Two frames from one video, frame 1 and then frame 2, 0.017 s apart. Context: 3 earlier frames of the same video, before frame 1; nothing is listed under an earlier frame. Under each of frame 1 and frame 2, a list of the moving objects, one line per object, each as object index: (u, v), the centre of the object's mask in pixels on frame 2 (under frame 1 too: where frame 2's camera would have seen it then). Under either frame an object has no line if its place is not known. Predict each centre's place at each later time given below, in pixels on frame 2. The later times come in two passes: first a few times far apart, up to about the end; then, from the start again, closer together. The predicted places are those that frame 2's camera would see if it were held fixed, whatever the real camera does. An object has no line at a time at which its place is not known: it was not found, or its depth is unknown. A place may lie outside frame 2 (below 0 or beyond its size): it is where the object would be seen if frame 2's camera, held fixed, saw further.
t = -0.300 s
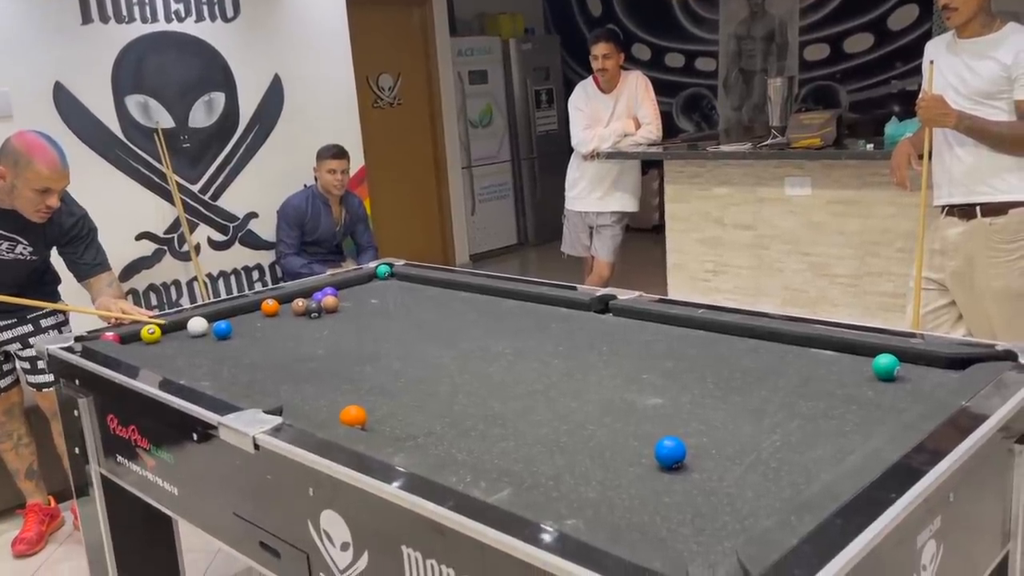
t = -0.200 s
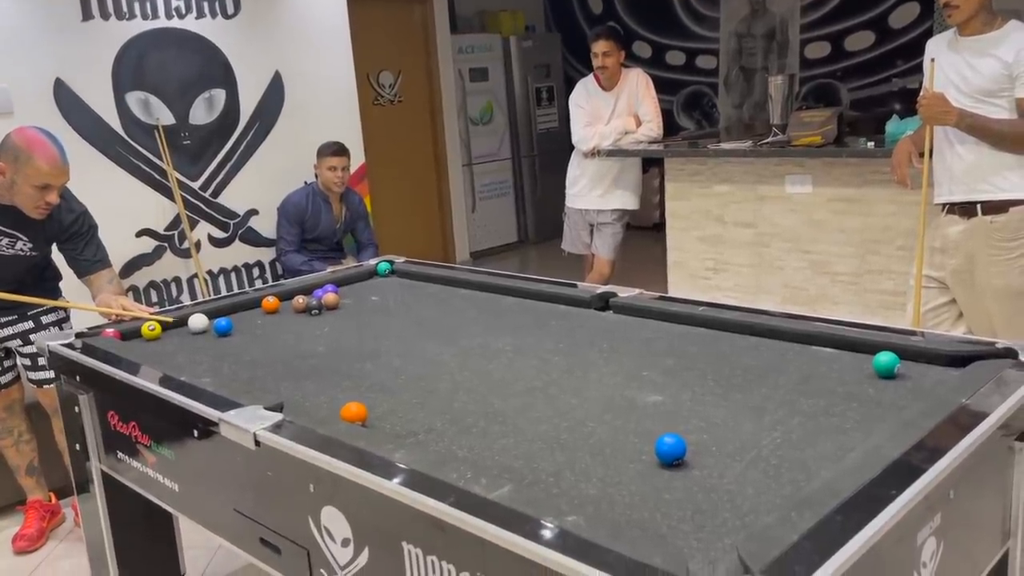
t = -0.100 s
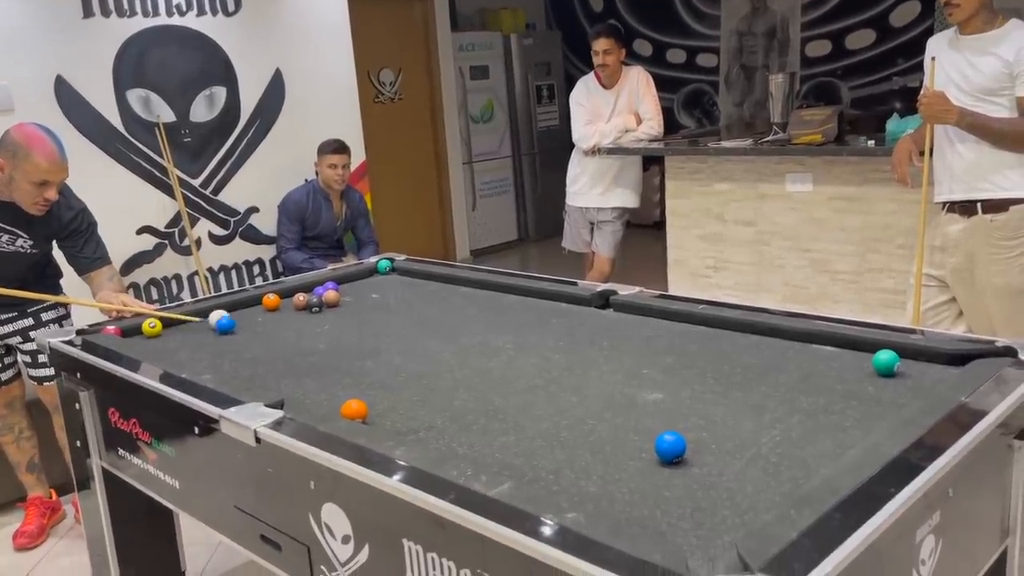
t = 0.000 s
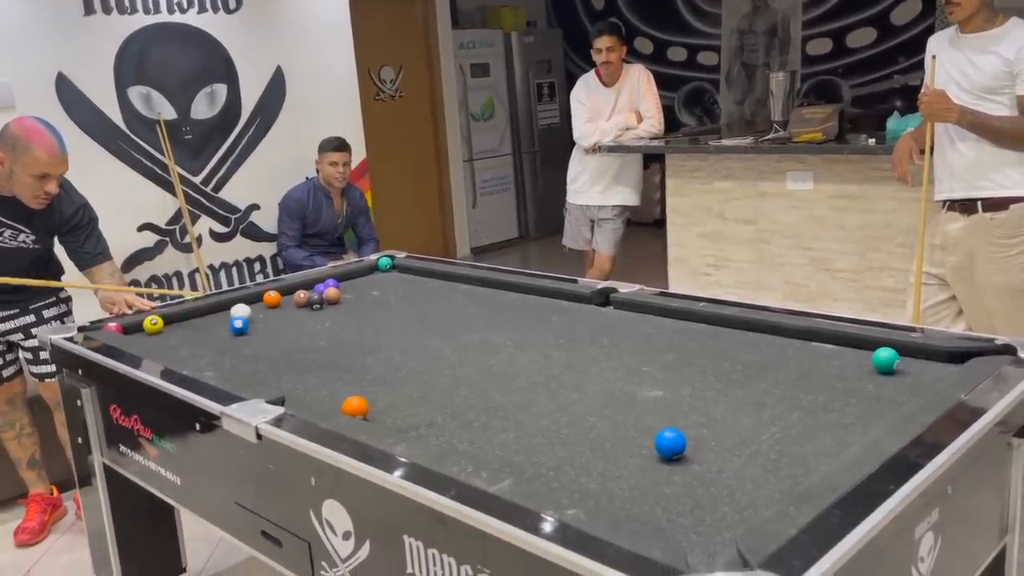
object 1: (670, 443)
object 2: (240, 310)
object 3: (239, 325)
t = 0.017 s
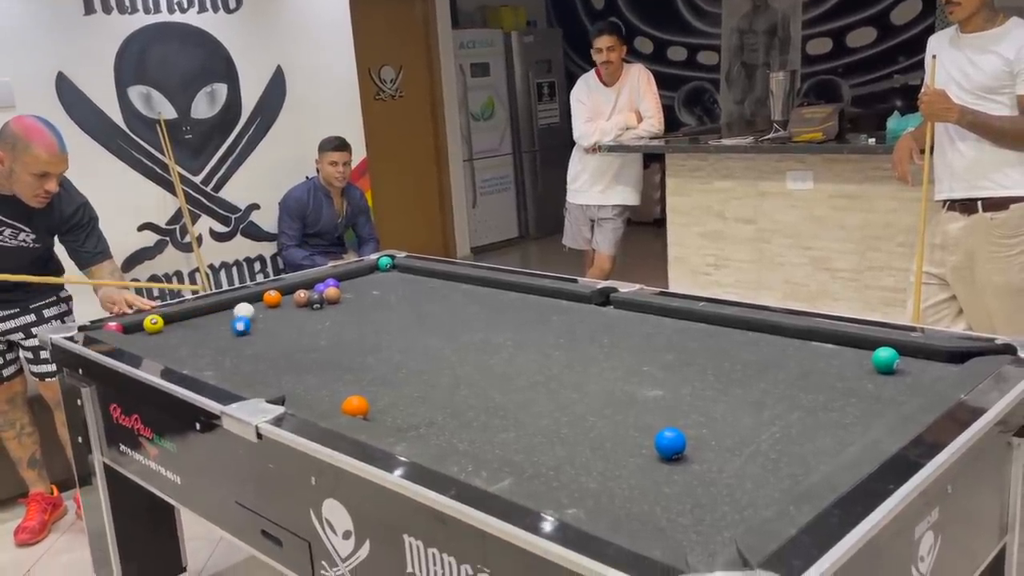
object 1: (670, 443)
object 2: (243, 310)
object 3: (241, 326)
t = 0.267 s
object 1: (670, 443)
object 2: (291, 305)
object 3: (270, 334)
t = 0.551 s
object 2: (318, 303)
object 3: (306, 345)
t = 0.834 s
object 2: (336, 303)
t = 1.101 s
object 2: (351, 304)
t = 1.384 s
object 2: (365, 304)
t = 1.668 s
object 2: (377, 304)
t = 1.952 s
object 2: (386, 304)
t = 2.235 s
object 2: (394, 305)
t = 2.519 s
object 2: (399, 305)
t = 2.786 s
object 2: (401, 305)
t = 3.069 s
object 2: (402, 305)
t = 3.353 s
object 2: (402, 306)
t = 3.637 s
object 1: (720, 436)
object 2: (402, 306)
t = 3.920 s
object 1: (722, 435)
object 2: (402, 306)
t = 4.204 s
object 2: (402, 306)
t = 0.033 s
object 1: (670, 443)
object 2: (247, 310)
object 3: (243, 326)
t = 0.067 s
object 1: (670, 443)
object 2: (253, 309)
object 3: (247, 327)
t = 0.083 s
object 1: (670, 443)
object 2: (256, 309)
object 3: (248, 327)
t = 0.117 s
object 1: (670, 443)
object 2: (263, 309)
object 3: (252, 329)
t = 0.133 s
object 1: (670, 443)
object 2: (266, 308)
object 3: (253, 330)
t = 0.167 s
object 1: (670, 443)
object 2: (272, 307)
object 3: (258, 330)
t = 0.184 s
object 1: (670, 443)
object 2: (275, 307)
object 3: (260, 331)
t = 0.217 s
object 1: (670, 443)
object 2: (282, 306)
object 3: (264, 332)
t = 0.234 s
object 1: (670, 443)
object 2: (285, 306)
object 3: (266, 333)
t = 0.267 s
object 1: (670, 443)
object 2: (291, 305)
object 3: (270, 334)
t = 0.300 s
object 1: (670, 443)
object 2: (297, 304)
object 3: (274, 335)
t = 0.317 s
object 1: (670, 443)
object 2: (300, 304)
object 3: (276, 336)
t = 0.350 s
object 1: (670, 443)
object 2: (302, 304)
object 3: (280, 337)
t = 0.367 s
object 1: (670, 443)
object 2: (304, 303)
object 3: (283, 338)
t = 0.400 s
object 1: (670, 443)
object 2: (306, 303)
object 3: (286, 339)
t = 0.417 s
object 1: (670, 443)
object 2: (308, 303)
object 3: (289, 340)
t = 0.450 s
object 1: (670, 443)
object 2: (310, 303)
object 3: (293, 341)
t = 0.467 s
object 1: (670, 443)
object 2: (312, 303)
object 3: (295, 342)
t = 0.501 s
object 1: (670, 443)
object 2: (314, 303)
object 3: (299, 344)
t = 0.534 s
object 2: (316, 303)
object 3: (304, 345)
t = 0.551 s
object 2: (318, 303)
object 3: (306, 345)
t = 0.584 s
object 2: (320, 303)
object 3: (310, 347)
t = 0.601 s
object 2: (321, 303)
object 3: (312, 347)
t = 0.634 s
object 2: (323, 303)
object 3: (316, 349)
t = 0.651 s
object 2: (324, 303)
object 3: (318, 350)
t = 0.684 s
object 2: (326, 303)
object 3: (323, 351)
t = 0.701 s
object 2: (328, 303)
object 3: (325, 352)
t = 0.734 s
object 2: (329, 303)
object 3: (329, 353)
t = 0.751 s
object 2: (331, 303)
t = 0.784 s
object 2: (333, 303)
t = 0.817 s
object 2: (335, 303)
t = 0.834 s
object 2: (336, 303)
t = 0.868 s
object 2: (338, 303)
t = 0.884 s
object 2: (339, 303)
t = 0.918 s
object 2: (341, 303)
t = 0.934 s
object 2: (341, 303)
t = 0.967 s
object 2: (344, 303)
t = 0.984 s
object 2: (344, 304)
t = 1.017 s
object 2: (347, 303)
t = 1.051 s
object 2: (349, 303)
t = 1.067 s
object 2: (349, 304)
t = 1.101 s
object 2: (351, 304)
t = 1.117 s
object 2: (352, 304)
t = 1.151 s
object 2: (354, 304)
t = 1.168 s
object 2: (355, 304)
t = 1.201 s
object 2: (357, 304)
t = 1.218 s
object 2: (357, 304)
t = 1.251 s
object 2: (359, 304)
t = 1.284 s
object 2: (360, 304)
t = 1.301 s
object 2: (362, 304)
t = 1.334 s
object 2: (363, 304)
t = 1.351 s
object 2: (364, 304)
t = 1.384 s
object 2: (365, 304)
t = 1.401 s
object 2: (366, 304)
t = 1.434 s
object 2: (368, 304)
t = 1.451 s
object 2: (369, 304)
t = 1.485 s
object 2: (370, 304)
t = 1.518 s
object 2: (371, 304)
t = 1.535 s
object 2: (372, 304)
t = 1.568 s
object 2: (373, 304)
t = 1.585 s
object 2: (374, 304)
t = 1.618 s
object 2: (375, 304)
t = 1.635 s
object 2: (376, 304)
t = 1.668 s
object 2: (377, 304)
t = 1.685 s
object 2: (377, 304)
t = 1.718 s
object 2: (379, 304)
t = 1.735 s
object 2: (379, 304)
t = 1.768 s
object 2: (381, 304)
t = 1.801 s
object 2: (382, 304)
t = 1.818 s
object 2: (383, 304)
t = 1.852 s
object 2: (383, 304)
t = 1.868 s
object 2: (384, 304)
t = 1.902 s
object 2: (385, 304)
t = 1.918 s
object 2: (385, 304)
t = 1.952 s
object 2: (386, 304)
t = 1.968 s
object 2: (387, 304)
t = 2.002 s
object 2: (388, 304)
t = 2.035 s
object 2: (389, 304)
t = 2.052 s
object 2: (389, 304)
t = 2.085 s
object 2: (390, 304)
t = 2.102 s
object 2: (391, 305)
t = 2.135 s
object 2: (391, 304)
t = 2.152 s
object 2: (392, 305)
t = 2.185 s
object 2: (393, 305)
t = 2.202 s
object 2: (393, 304)
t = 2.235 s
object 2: (394, 305)
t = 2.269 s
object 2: (395, 305)
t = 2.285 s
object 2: (395, 305)
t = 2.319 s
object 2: (396, 305)
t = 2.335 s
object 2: (396, 305)
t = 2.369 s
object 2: (396, 305)
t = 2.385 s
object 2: (397, 305)
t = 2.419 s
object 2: (397, 305)
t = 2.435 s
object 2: (398, 305)
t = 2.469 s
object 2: (398, 305)
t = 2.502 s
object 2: (399, 305)
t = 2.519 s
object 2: (399, 305)
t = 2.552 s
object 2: (399, 305)
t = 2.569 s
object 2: (399, 305)
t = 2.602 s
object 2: (400, 305)
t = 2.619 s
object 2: (400, 305)
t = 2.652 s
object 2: (400, 305)
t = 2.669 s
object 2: (400, 305)
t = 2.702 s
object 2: (401, 305)
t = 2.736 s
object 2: (401, 305)
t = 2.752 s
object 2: (401, 305)
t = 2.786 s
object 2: (401, 305)
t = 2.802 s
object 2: (401, 305)
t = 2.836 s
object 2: (401, 305)
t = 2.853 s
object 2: (401, 305)
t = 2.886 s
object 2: (402, 305)
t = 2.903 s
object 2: (402, 305)
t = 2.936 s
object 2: (402, 305)
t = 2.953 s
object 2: (402, 305)
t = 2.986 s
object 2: (402, 305)
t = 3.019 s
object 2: (402, 305)
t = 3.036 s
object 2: (402, 305)
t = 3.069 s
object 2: (402, 305)
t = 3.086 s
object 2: (402, 305)
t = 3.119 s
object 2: (402, 306)
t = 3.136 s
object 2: (402, 305)
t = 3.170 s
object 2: (402, 306)
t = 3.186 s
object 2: (402, 306)
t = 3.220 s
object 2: (402, 306)
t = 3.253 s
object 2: (402, 306)
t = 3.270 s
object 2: (402, 306)
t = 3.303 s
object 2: (402, 306)
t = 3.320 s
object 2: (402, 306)
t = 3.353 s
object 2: (402, 306)
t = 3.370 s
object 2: (402, 306)
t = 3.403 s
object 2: (402, 306)
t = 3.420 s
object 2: (402, 306)
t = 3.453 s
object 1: (716, 437)
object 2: (402, 306)
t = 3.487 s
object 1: (717, 437)
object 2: (402, 306)
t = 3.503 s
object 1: (717, 437)
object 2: (402, 306)
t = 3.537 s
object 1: (718, 436)
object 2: (402, 306)
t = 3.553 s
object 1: (718, 436)
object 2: (402, 306)
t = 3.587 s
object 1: (719, 436)
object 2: (402, 306)
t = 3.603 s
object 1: (719, 436)
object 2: (402, 306)
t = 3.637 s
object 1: (720, 436)
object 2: (402, 306)
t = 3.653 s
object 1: (720, 436)
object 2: (402, 306)
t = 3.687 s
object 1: (721, 436)
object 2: (402, 306)
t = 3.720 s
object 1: (721, 435)
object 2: (402, 306)
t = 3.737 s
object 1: (721, 435)
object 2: (402, 306)
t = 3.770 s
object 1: (721, 435)
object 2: (402, 306)
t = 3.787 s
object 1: (721, 435)
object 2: (402, 306)
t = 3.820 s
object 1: (722, 435)
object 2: (402, 306)
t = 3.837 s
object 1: (722, 435)
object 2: (401, 306)
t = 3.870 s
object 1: (722, 435)
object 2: (402, 306)
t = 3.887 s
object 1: (722, 435)
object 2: (402, 306)
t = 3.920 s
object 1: (722, 435)
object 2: (402, 306)
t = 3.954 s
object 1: (722, 435)
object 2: (402, 306)
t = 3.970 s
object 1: (722, 434)
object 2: (402, 306)
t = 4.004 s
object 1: (722, 434)
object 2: (402, 306)
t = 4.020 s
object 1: (722, 434)
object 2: (401, 306)
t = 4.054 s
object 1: (722, 434)
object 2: (402, 306)
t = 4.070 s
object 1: (722, 434)
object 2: (402, 306)
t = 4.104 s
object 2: (402, 306)
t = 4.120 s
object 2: (402, 306)
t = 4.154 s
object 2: (402, 306)
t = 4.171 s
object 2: (402, 306)
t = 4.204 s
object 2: (402, 306)
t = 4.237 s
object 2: (402, 306)
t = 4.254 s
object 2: (402, 306)
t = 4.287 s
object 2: (402, 305)
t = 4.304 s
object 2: (401, 305)
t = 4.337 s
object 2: (402, 305)
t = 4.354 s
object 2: (402, 304)
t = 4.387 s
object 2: (402, 305)
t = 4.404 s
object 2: (402, 305)
